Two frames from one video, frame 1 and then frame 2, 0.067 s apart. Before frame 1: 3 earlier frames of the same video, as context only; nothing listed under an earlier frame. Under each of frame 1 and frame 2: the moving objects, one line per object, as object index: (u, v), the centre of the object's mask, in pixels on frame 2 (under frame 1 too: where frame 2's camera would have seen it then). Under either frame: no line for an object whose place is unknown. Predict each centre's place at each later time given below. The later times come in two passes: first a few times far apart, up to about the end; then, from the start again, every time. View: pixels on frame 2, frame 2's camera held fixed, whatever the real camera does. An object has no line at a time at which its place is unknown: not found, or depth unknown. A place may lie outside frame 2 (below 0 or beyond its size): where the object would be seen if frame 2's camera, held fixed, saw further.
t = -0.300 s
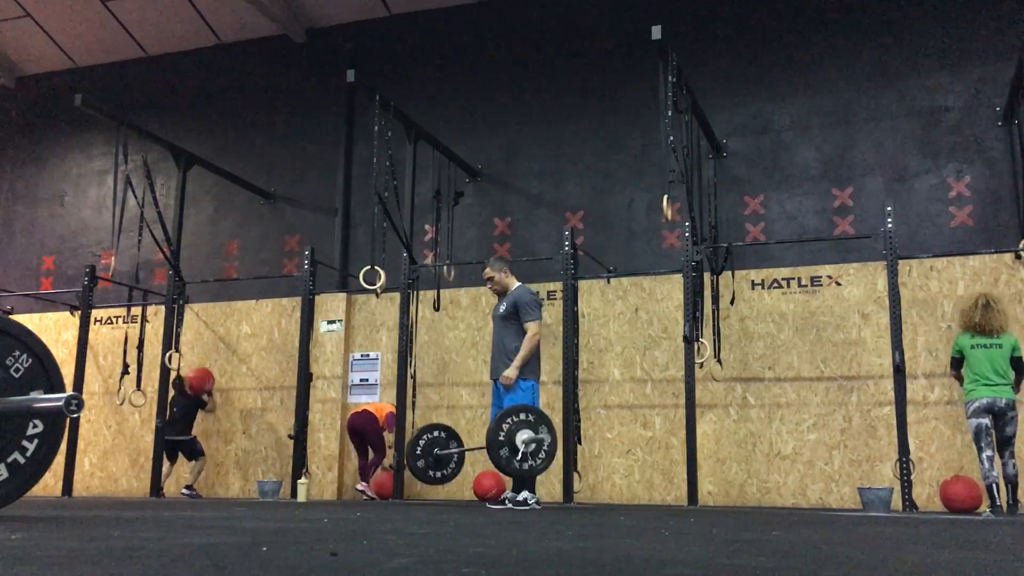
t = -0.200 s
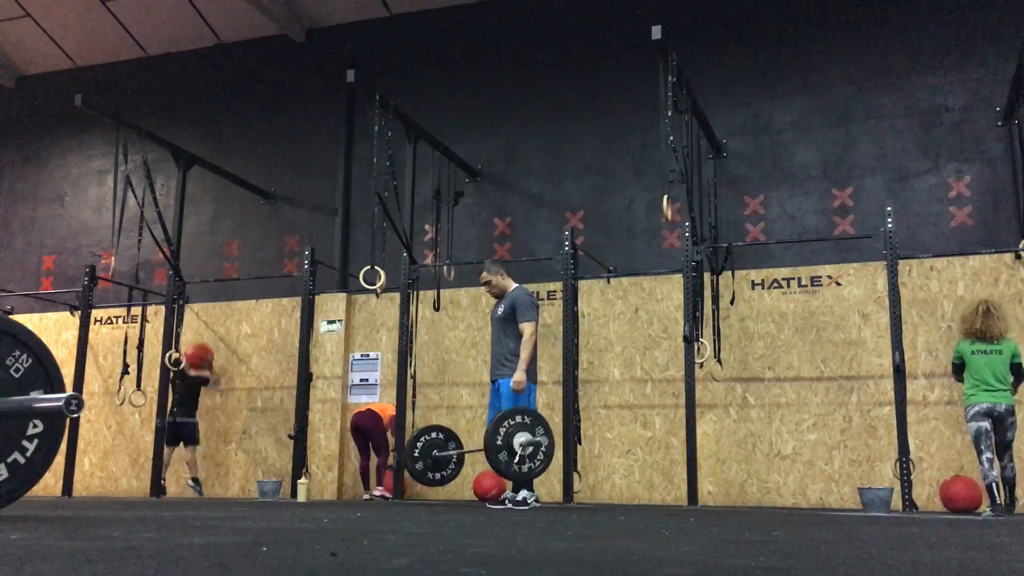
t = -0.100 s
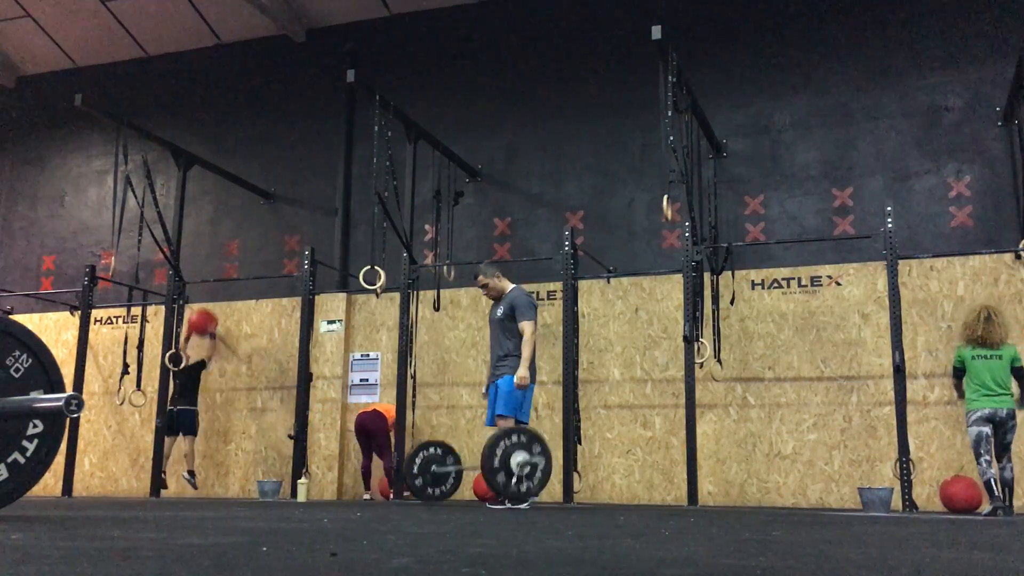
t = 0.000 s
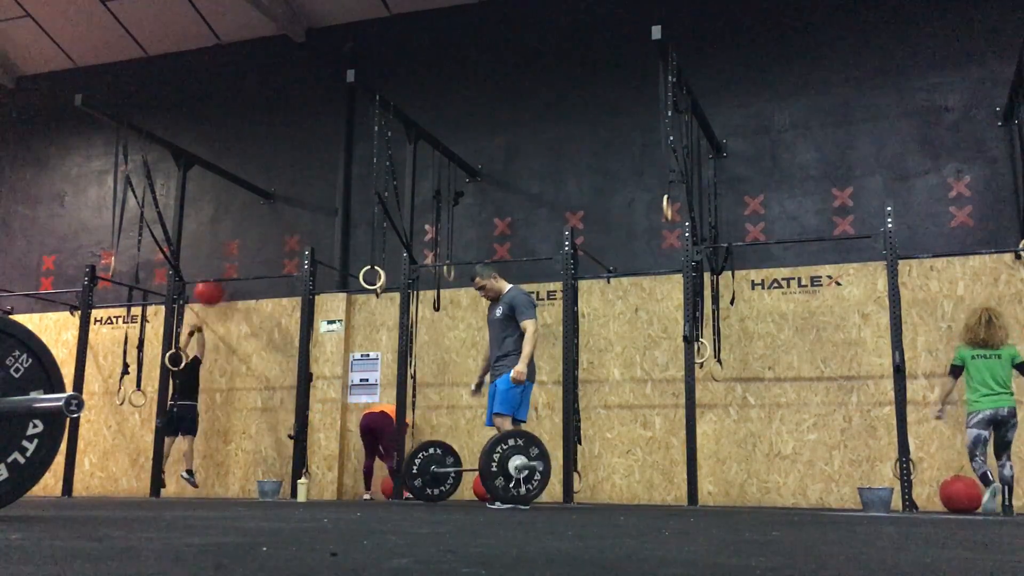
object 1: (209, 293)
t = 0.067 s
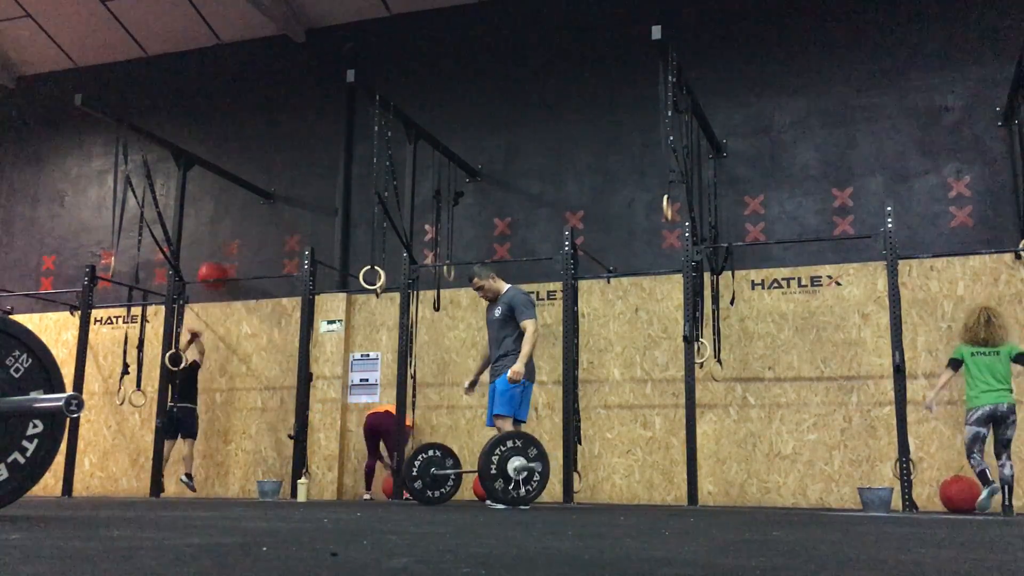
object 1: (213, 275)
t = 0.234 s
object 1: (221, 251)
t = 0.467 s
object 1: (223, 248)
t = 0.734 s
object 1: (215, 293)
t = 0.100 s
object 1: (215, 268)
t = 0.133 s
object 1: (216, 263)
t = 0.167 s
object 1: (218, 258)
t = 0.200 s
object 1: (220, 254)
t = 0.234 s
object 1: (221, 251)
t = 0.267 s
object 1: (223, 248)
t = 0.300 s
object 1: (224, 247)
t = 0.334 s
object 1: (225, 246)
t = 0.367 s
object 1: (225, 246)
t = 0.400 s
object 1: (225, 246)
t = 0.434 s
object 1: (224, 247)
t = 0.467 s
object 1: (223, 248)
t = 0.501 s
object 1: (223, 251)
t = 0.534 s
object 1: (221, 255)
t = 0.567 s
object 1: (221, 259)
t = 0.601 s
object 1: (220, 264)
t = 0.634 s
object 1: (218, 268)
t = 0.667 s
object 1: (217, 276)
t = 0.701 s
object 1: (216, 284)
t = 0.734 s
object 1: (215, 293)
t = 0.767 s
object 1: (213, 301)
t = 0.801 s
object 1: (212, 313)
